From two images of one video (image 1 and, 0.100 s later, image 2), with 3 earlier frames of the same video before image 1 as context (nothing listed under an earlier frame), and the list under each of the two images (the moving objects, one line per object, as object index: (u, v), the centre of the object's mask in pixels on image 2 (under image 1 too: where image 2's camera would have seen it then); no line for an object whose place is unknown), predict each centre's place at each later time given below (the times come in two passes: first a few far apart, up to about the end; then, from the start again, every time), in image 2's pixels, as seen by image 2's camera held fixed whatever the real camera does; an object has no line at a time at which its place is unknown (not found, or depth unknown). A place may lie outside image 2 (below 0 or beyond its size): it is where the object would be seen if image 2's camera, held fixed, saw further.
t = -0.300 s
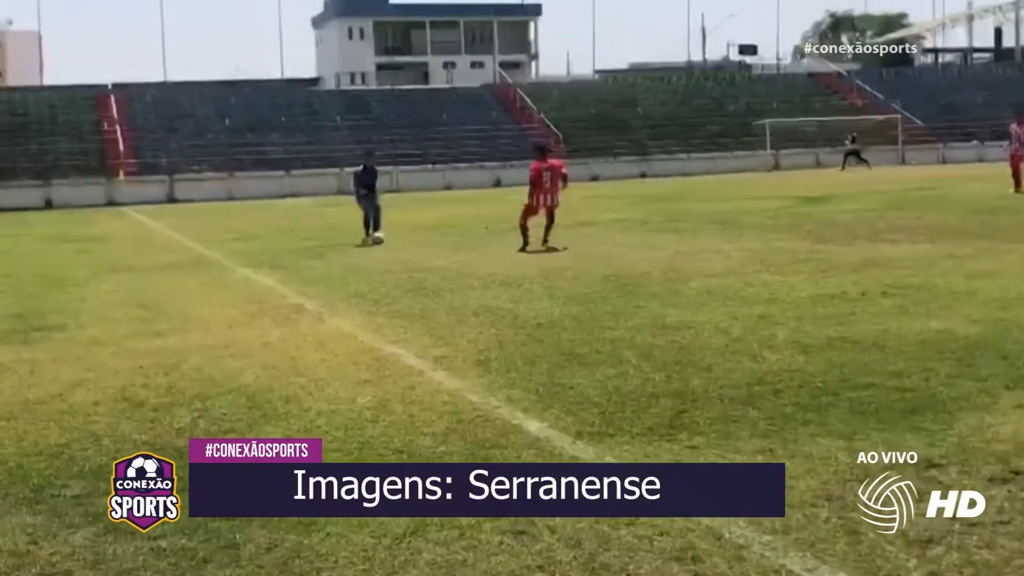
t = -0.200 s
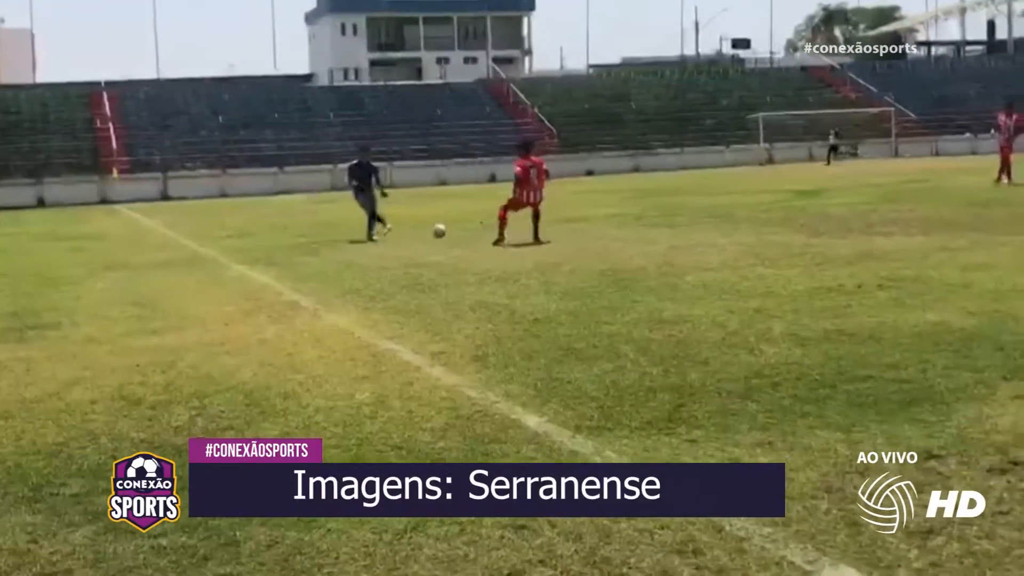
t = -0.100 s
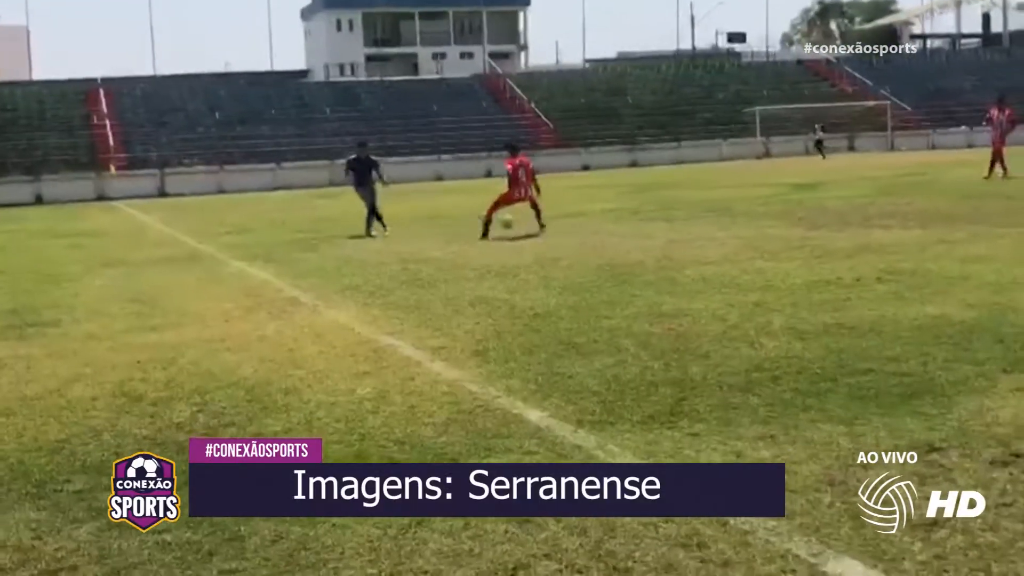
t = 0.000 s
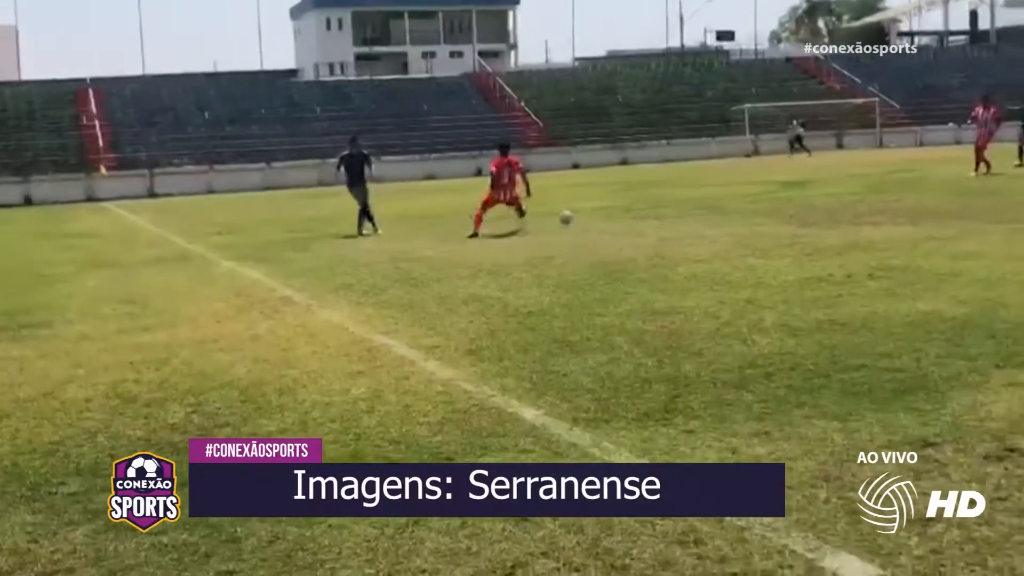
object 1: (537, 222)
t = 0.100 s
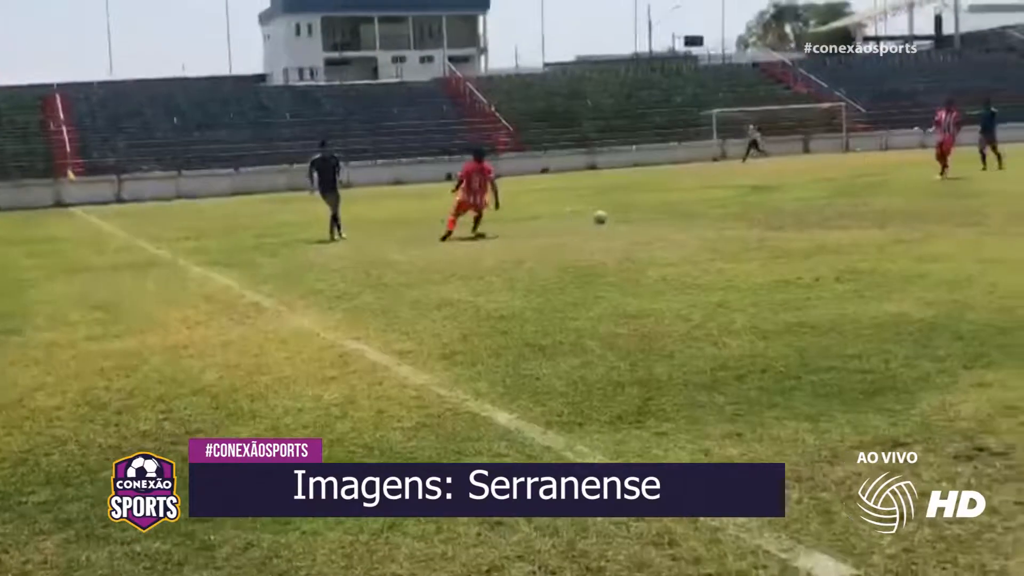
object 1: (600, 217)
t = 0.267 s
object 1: (701, 212)
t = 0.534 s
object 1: (841, 203)
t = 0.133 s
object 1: (621, 216)
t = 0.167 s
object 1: (642, 215)
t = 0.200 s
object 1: (661, 214)
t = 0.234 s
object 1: (681, 213)
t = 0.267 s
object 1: (701, 212)
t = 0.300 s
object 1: (720, 211)
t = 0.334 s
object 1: (738, 210)
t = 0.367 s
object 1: (756, 209)
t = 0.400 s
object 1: (774, 208)
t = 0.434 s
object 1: (792, 208)
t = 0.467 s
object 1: (809, 206)
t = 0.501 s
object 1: (825, 204)
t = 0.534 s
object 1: (841, 203)
